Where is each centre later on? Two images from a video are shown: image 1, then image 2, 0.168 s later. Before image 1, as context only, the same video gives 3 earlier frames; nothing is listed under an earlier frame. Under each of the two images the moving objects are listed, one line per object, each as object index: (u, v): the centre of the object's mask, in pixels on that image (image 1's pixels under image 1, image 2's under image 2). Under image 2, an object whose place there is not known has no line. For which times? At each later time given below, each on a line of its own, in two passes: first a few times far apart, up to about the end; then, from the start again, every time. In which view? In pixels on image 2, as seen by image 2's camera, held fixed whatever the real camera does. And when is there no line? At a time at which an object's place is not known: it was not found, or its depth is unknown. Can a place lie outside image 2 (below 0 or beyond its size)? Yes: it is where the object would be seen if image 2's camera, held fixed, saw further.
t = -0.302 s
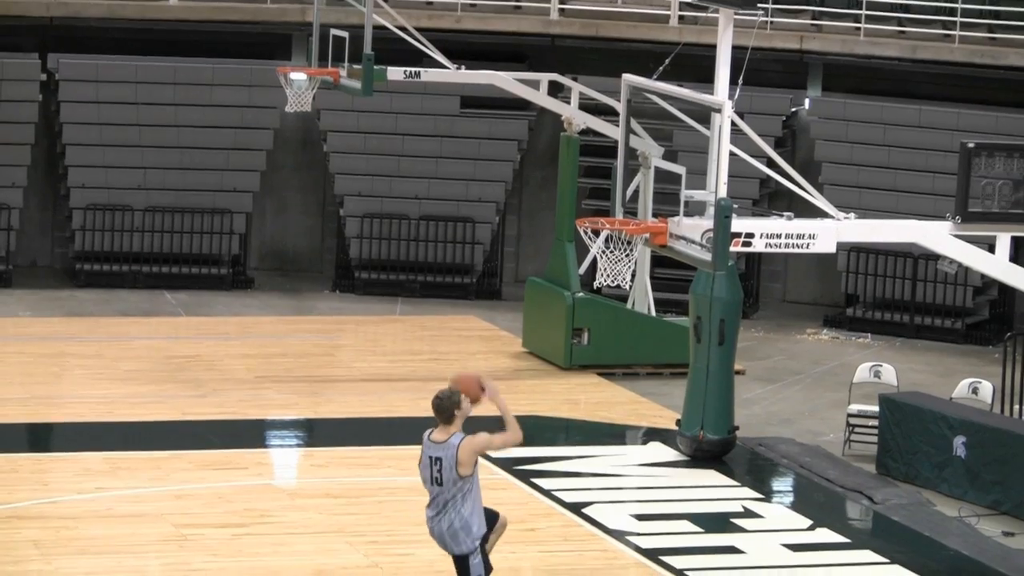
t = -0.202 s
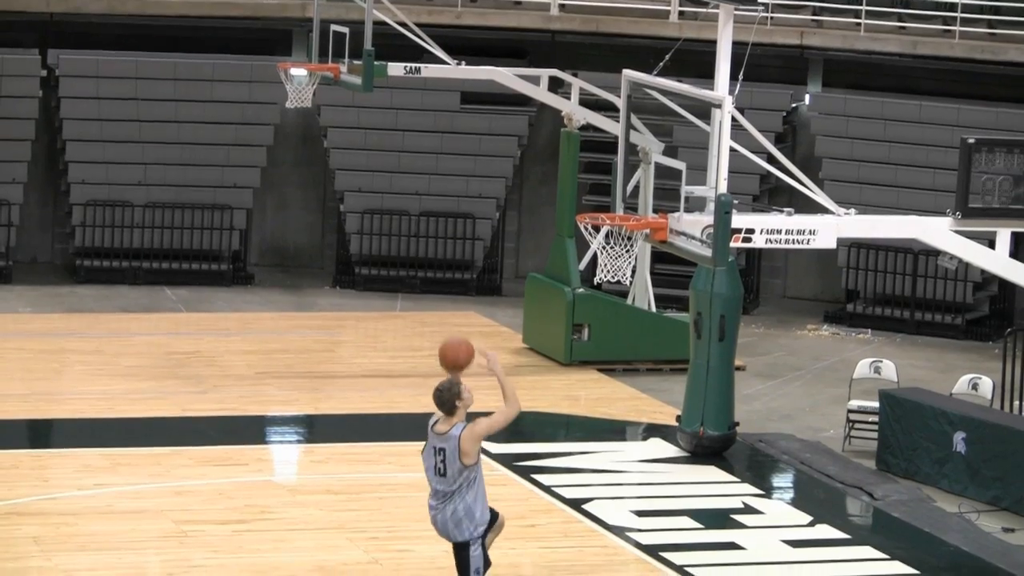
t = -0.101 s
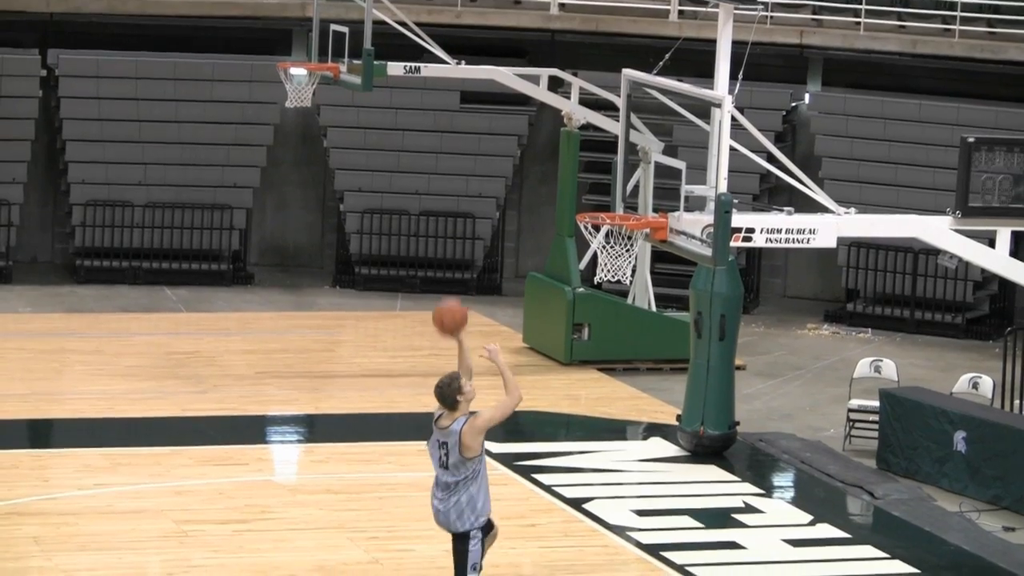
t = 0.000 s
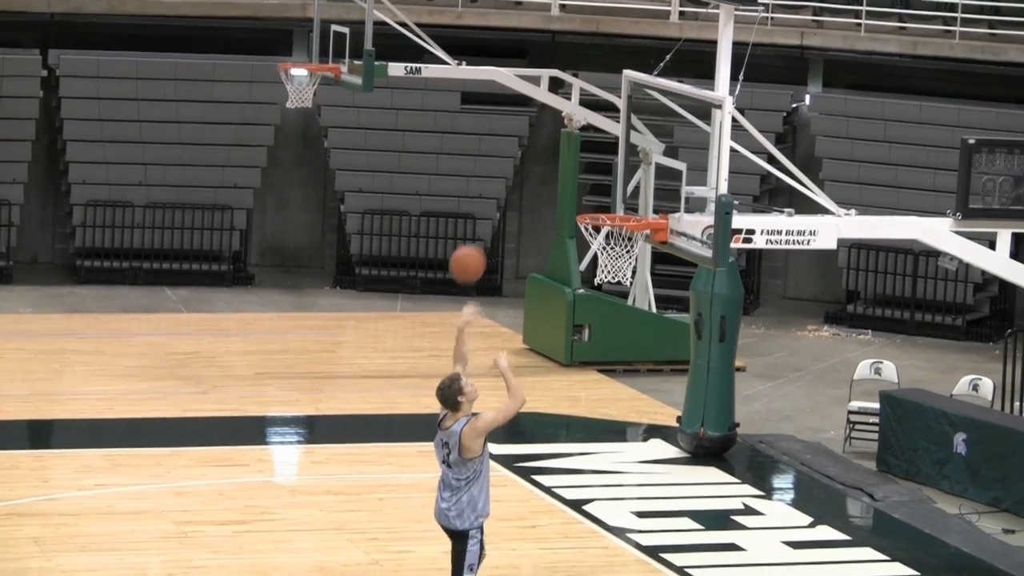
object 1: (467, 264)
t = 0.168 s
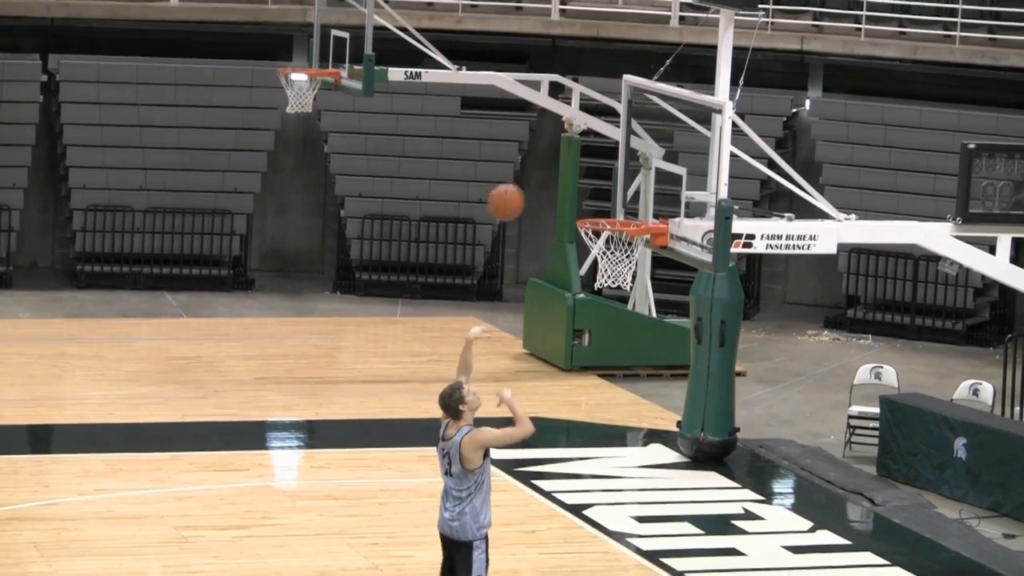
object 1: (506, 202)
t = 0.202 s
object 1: (513, 194)
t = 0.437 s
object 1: (564, 179)
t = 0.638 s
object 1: (602, 225)
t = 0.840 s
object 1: (636, 330)
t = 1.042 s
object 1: (662, 480)
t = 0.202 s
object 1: (513, 194)
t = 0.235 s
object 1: (521, 187)
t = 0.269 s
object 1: (529, 182)
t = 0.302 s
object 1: (536, 178)
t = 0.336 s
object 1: (542, 176)
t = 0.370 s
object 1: (549, 175)
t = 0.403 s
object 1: (556, 176)
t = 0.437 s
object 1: (564, 179)
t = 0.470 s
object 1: (570, 183)
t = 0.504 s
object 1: (577, 188)
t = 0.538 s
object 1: (584, 196)
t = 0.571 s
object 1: (590, 204)
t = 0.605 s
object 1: (596, 212)
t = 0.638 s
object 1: (602, 225)
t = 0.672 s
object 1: (608, 241)
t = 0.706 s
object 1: (616, 256)
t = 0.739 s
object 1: (620, 272)
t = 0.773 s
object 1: (626, 294)
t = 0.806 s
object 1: (631, 310)
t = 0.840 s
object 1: (636, 330)
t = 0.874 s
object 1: (641, 350)
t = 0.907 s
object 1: (645, 370)
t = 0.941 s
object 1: (650, 396)
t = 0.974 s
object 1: (655, 424)
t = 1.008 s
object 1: (658, 449)
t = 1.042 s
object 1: (662, 480)
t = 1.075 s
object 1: (666, 511)
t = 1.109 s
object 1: (670, 544)
